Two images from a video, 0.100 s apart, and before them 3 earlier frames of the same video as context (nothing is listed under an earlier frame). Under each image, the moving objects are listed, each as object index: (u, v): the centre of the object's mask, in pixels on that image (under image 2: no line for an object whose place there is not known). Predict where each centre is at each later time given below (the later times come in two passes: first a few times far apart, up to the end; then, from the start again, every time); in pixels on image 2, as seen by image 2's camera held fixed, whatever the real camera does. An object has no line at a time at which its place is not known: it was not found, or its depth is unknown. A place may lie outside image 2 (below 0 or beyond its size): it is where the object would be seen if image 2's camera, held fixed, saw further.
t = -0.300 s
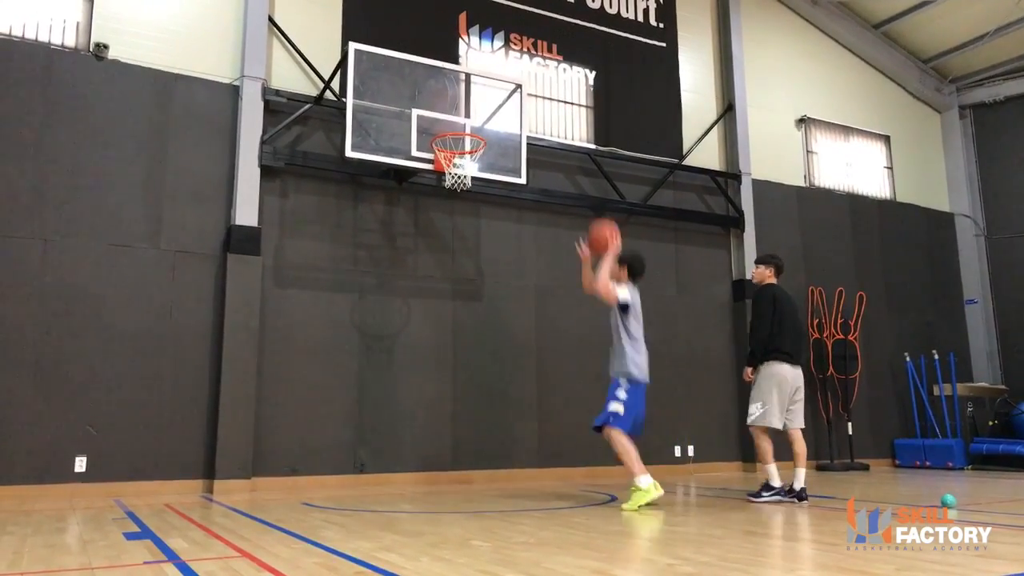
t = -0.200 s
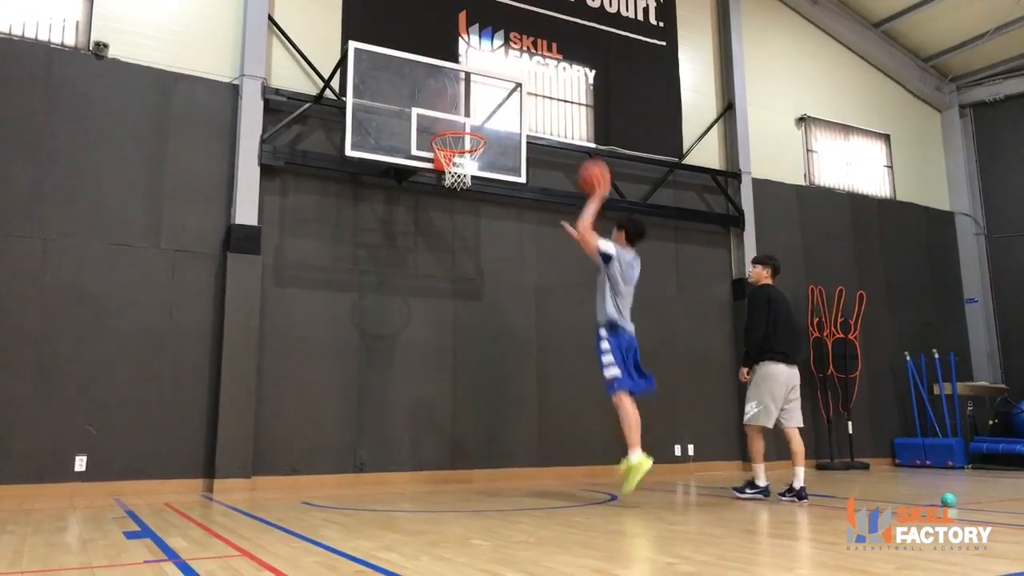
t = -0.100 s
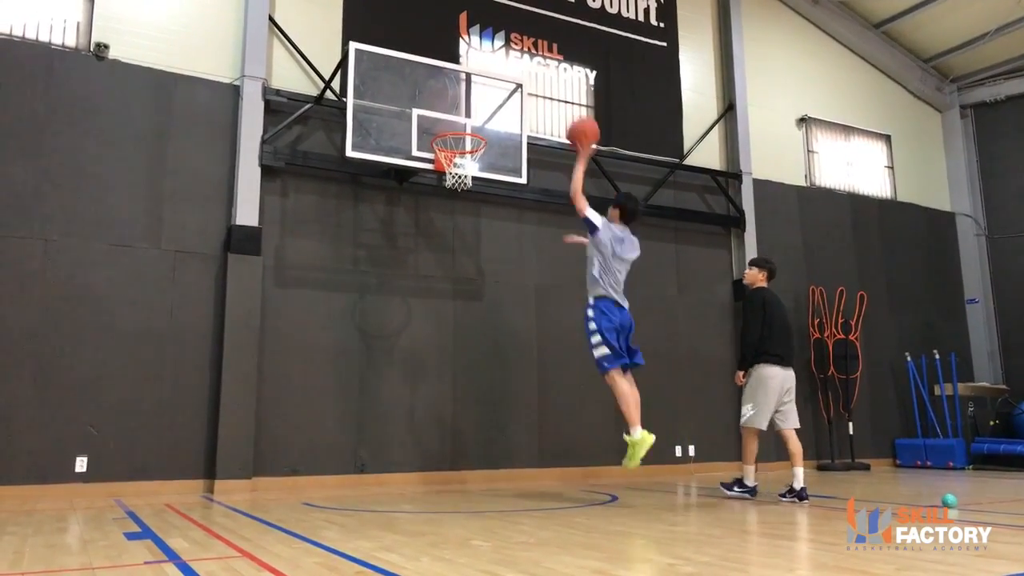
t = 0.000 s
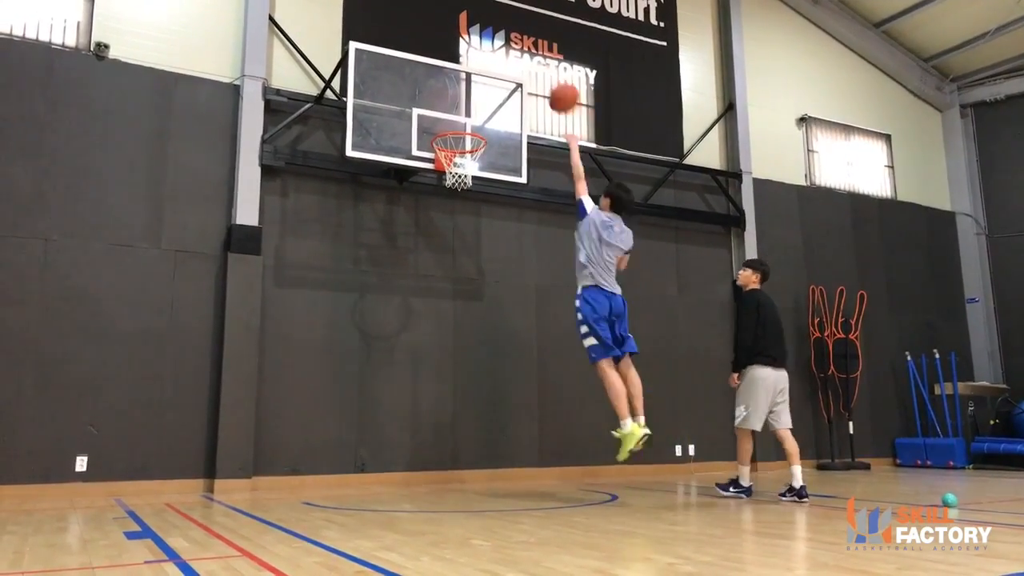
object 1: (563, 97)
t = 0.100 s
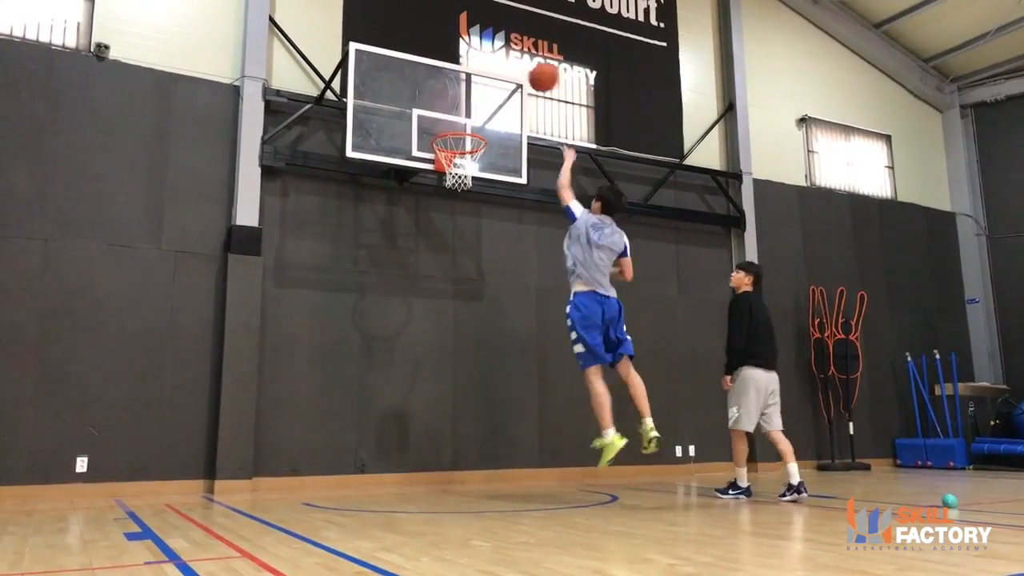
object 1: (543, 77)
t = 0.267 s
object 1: (513, 68)
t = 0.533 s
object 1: (469, 116)
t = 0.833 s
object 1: (449, 144)
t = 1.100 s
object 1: (456, 179)
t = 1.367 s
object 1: (473, 249)
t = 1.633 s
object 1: (489, 403)
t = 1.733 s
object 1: (494, 478)
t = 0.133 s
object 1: (537, 72)
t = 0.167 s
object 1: (531, 69)
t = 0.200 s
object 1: (525, 67)
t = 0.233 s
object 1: (519, 67)
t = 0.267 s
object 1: (513, 68)
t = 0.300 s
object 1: (507, 70)
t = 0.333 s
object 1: (502, 73)
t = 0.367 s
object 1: (496, 77)
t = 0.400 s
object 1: (491, 82)
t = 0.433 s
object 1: (485, 89)
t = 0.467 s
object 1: (480, 97)
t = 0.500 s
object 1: (474, 106)
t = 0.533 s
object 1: (469, 116)
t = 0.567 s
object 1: (465, 121)
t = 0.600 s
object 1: (462, 120)
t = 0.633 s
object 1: (460, 121)
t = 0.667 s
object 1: (456, 122)
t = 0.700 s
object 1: (454, 123)
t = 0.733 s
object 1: (450, 126)
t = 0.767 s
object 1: (448, 128)
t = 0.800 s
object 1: (447, 132)
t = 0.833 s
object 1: (449, 144)
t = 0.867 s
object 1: (449, 147)
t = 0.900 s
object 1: (446, 152)
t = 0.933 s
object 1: (447, 163)
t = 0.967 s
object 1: (448, 166)
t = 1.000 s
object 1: (449, 167)
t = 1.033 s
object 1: (453, 176)
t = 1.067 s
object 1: (454, 176)
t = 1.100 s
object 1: (456, 179)
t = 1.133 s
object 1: (458, 183)
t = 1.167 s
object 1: (460, 189)
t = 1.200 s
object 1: (462, 196)
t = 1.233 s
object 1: (465, 204)
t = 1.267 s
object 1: (467, 214)
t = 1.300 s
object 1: (469, 225)
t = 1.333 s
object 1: (471, 236)
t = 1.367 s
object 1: (473, 249)
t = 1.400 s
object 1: (475, 264)
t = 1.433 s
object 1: (478, 280)
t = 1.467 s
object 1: (480, 296)
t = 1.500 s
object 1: (481, 315)
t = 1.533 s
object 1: (483, 334)
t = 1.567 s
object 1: (485, 355)
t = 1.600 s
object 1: (487, 379)
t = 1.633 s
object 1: (489, 403)
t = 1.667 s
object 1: (492, 429)
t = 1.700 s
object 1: (493, 454)
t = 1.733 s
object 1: (494, 478)
